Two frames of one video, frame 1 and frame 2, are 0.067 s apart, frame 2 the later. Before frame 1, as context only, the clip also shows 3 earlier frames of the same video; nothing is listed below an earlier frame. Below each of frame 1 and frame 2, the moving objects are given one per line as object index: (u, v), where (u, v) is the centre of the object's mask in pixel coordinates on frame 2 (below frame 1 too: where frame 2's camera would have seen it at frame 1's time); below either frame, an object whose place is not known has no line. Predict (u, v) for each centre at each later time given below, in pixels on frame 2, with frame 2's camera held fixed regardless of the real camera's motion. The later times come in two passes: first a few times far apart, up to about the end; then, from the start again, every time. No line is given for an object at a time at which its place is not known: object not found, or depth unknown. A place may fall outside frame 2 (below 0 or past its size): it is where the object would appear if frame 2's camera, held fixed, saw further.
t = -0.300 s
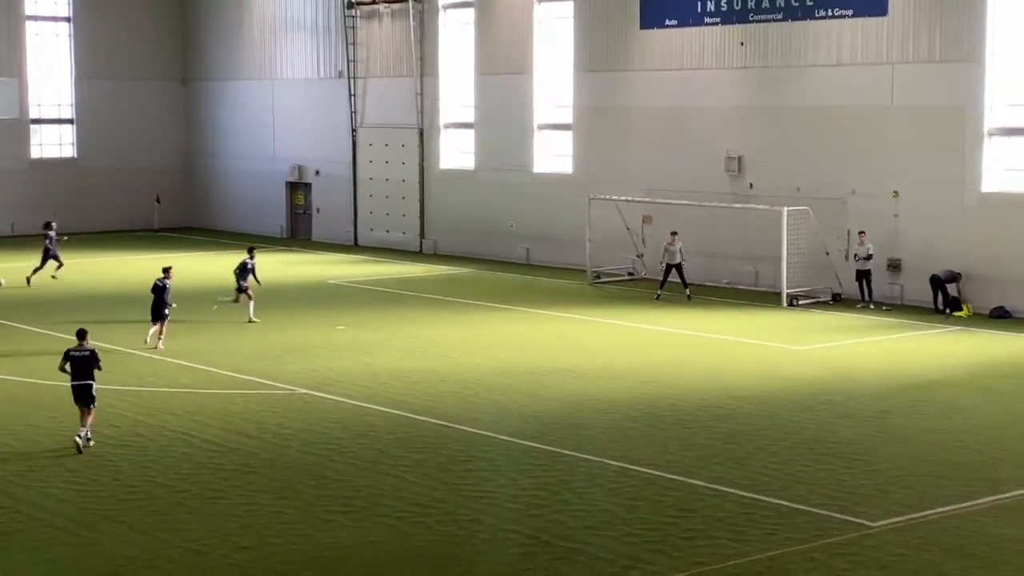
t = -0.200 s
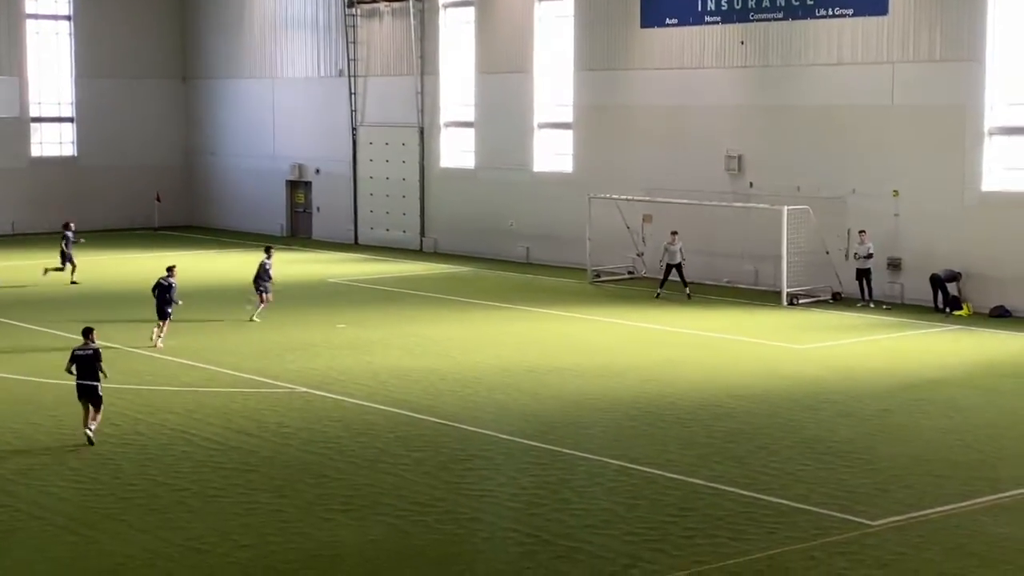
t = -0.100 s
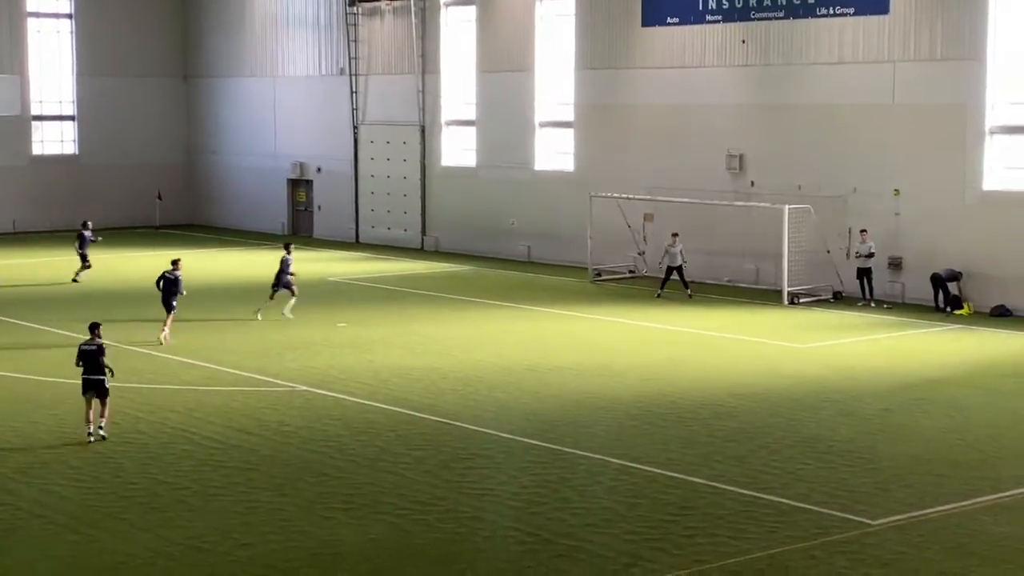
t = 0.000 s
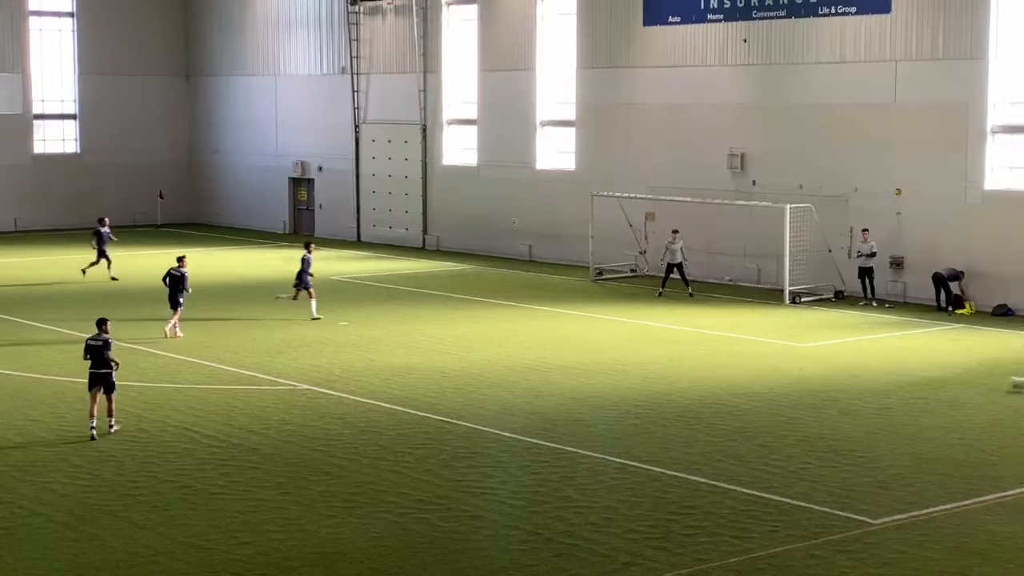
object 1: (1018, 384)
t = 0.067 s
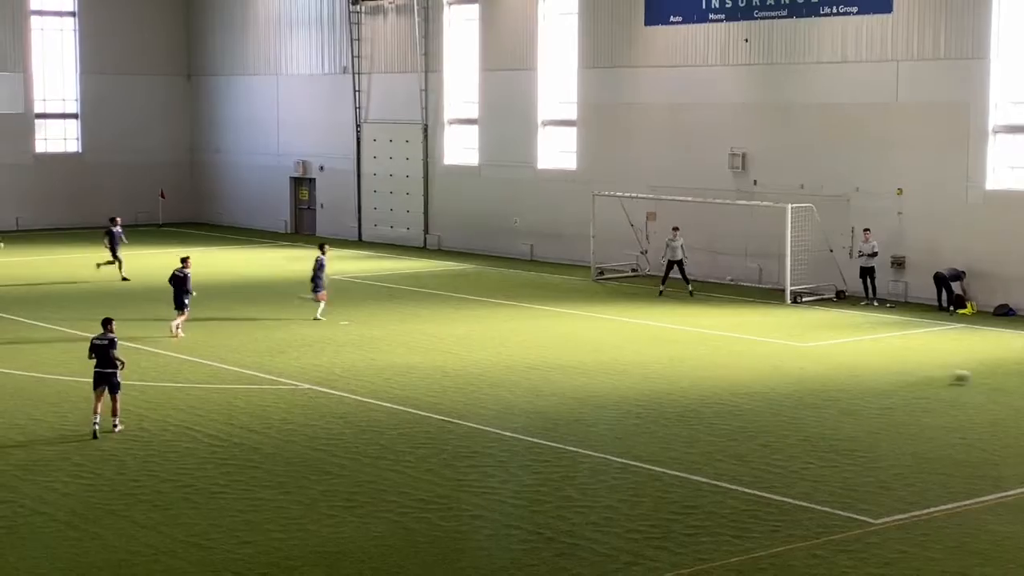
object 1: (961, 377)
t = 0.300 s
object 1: (791, 357)
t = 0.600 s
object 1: (639, 342)
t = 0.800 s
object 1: (564, 334)
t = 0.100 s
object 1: (930, 375)
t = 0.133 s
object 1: (905, 372)
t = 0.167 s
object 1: (880, 368)
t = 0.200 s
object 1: (857, 364)
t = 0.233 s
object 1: (833, 361)
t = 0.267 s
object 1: (813, 358)
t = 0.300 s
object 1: (791, 357)
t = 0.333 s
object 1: (770, 356)
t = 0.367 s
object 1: (752, 352)
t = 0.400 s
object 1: (735, 351)
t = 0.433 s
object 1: (717, 347)
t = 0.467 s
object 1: (700, 346)
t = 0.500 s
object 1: (684, 345)
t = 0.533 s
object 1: (668, 344)
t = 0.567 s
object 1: (651, 343)
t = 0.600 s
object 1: (639, 342)
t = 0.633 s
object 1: (625, 339)
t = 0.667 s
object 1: (614, 336)
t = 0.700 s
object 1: (602, 335)
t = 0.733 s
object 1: (589, 334)
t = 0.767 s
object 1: (576, 334)
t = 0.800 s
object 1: (564, 334)
